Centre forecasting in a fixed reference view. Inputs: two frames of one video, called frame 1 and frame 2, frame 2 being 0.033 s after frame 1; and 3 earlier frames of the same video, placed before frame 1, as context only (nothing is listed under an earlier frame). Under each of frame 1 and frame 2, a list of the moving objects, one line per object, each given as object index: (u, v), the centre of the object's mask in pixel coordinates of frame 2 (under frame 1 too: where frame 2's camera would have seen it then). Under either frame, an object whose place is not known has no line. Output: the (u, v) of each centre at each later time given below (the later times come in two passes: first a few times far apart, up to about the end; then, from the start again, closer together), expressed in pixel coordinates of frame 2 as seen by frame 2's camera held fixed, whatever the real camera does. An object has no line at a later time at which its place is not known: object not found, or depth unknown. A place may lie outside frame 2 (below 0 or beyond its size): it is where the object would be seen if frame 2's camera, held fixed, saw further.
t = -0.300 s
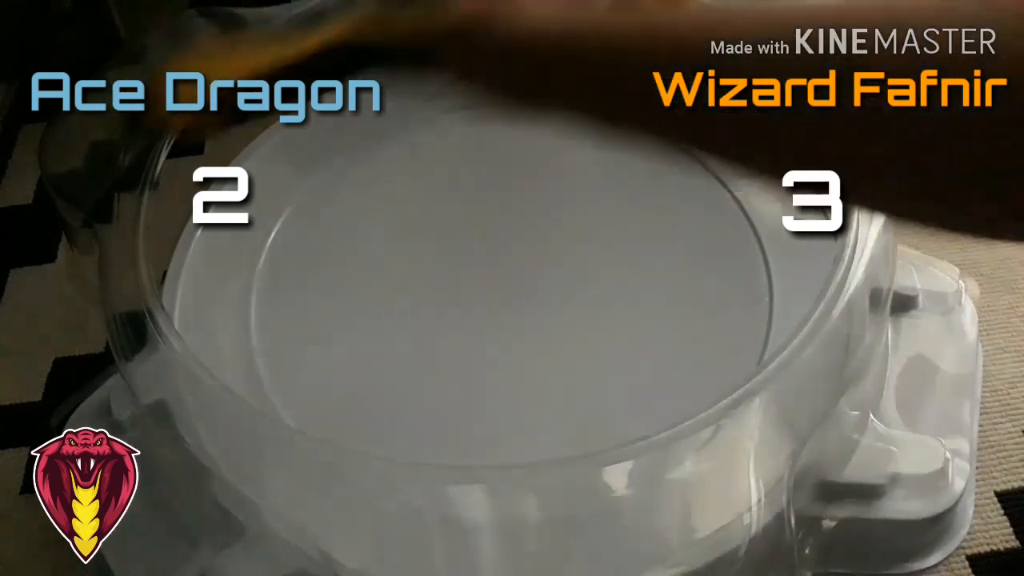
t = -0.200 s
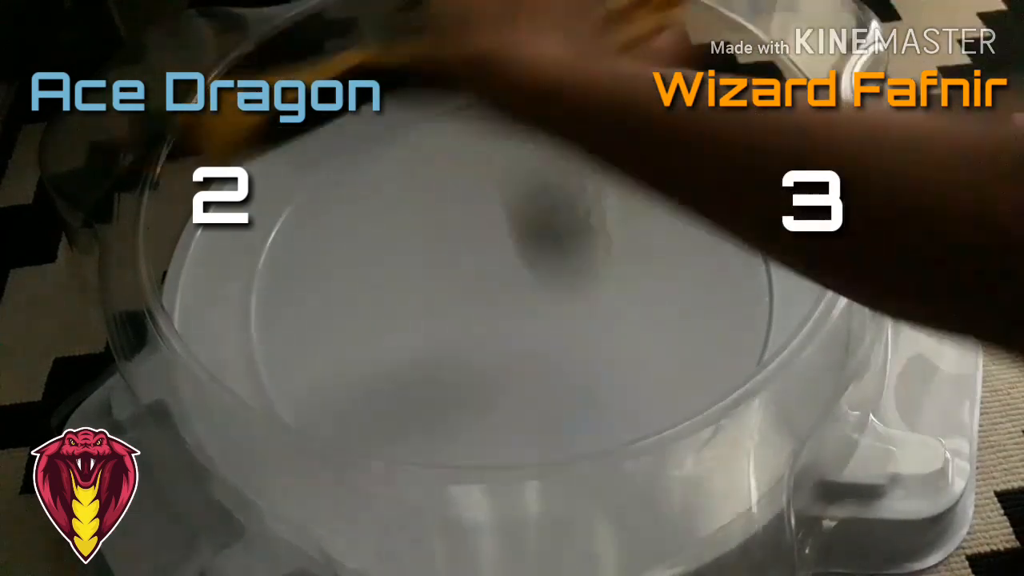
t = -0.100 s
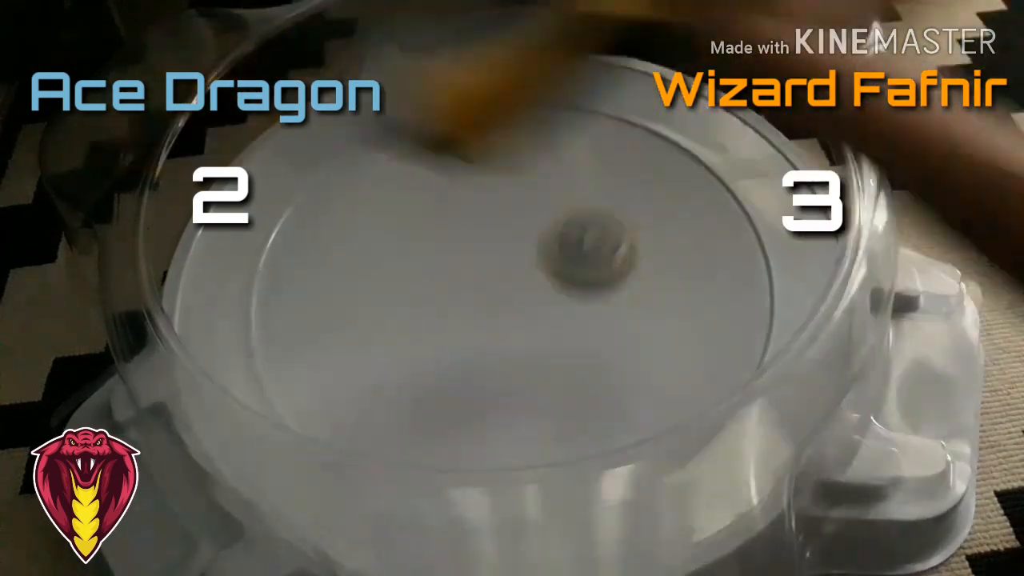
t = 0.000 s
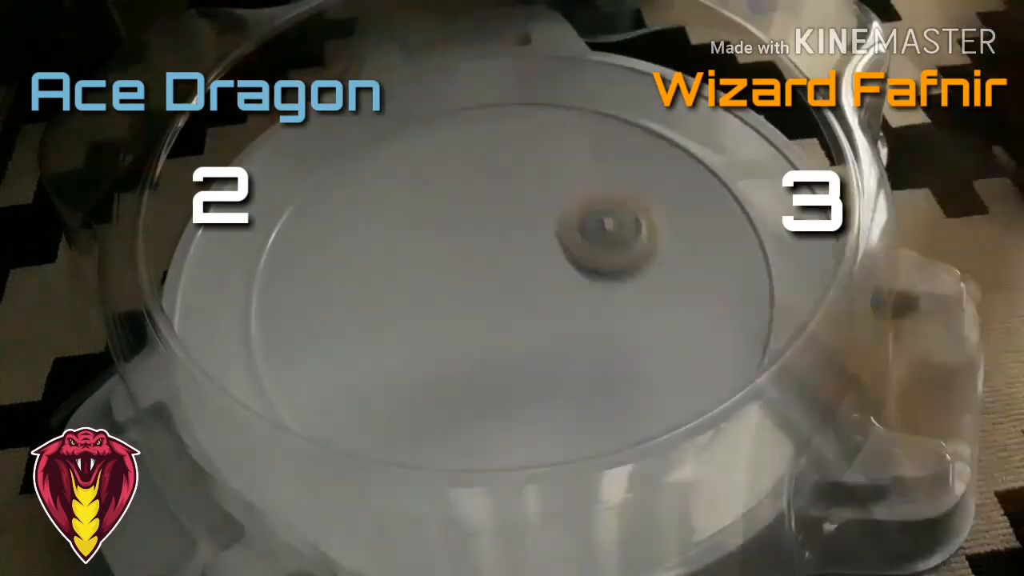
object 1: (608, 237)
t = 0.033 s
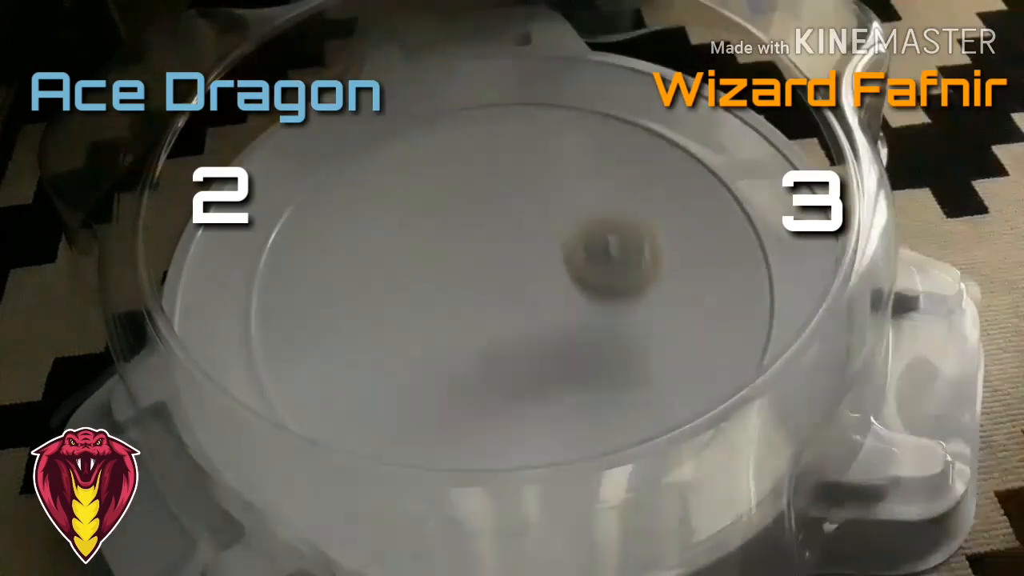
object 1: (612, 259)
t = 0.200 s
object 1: (607, 238)
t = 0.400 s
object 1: (532, 181)
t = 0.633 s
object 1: (402, 232)
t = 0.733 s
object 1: (386, 285)
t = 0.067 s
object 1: (614, 285)
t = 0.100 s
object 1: (613, 265)
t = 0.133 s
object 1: (612, 244)
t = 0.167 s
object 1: (610, 236)
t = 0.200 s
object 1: (607, 238)
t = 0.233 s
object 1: (600, 222)
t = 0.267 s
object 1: (590, 207)
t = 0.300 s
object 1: (580, 201)
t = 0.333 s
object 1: (566, 189)
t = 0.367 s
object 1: (551, 185)
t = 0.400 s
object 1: (532, 181)
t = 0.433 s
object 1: (512, 180)
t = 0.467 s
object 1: (490, 181)
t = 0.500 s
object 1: (470, 184)
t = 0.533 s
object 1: (450, 192)
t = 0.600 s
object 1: (415, 216)
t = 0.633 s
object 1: (402, 232)
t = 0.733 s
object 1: (386, 285)
